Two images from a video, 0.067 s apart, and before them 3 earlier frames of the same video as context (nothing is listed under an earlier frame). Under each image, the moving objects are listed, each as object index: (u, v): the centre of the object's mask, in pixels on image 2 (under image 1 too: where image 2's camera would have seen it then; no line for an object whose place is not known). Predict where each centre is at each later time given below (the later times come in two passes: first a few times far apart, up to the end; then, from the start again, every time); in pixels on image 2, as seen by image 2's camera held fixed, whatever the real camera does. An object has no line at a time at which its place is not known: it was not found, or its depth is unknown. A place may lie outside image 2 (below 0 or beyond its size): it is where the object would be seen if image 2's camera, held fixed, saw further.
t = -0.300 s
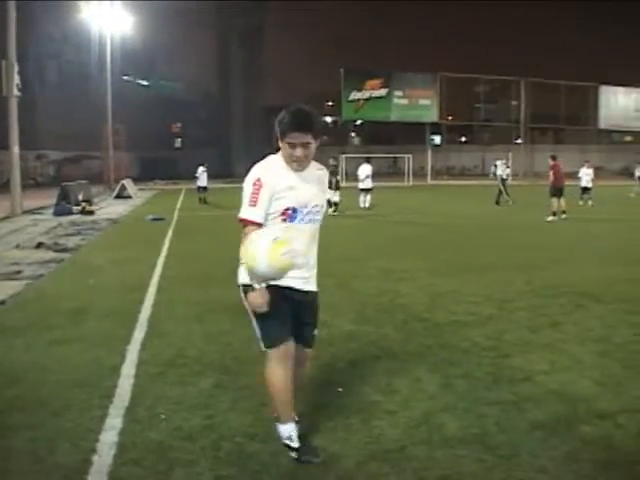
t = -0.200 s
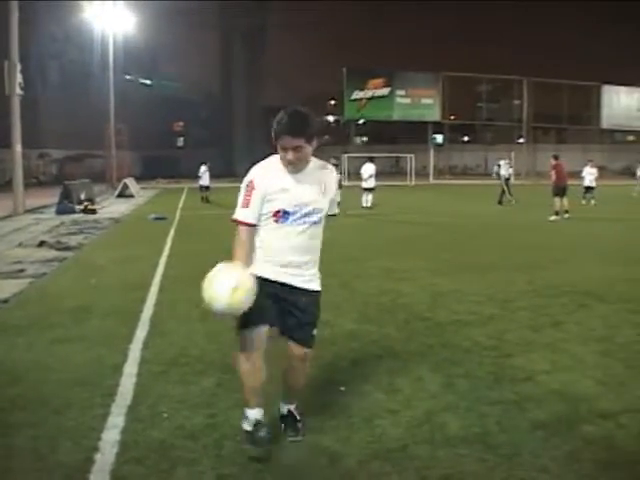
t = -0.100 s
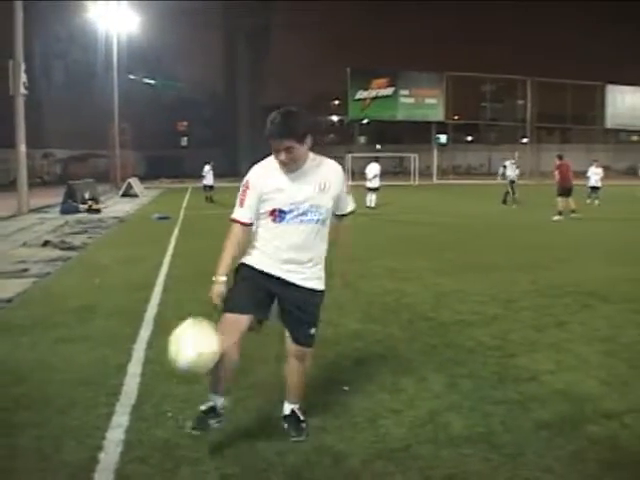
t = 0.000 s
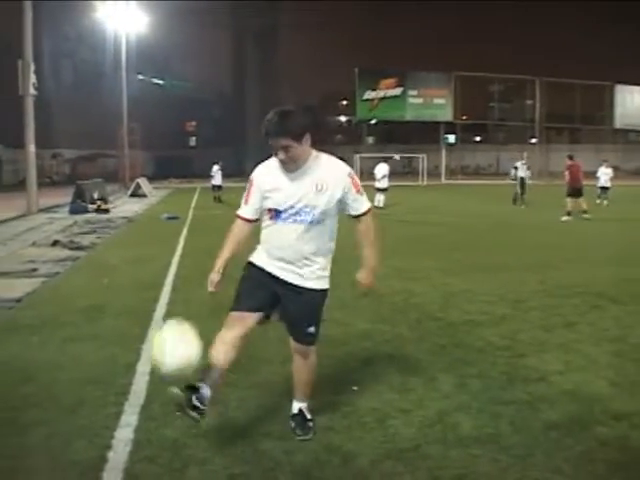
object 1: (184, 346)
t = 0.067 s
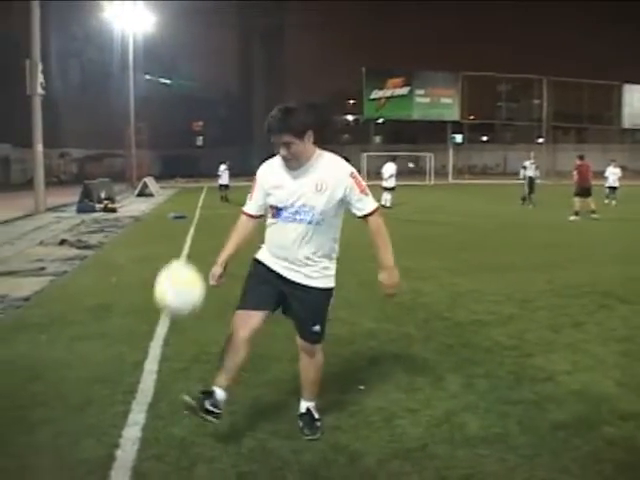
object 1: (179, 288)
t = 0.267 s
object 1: (175, 181)
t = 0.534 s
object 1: (175, 178)
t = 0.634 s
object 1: (171, 211)
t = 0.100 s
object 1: (178, 263)
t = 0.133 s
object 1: (176, 241)
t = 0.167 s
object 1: (175, 223)
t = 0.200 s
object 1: (175, 205)
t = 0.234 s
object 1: (175, 192)
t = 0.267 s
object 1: (175, 181)
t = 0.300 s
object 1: (174, 173)
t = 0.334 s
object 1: (175, 167)
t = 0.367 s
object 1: (175, 163)
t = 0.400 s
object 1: (175, 162)
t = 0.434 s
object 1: (175, 163)
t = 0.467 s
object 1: (175, 166)
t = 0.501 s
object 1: (175, 171)
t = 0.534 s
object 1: (175, 178)
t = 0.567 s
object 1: (174, 187)
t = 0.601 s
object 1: (172, 198)
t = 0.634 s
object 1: (171, 211)
